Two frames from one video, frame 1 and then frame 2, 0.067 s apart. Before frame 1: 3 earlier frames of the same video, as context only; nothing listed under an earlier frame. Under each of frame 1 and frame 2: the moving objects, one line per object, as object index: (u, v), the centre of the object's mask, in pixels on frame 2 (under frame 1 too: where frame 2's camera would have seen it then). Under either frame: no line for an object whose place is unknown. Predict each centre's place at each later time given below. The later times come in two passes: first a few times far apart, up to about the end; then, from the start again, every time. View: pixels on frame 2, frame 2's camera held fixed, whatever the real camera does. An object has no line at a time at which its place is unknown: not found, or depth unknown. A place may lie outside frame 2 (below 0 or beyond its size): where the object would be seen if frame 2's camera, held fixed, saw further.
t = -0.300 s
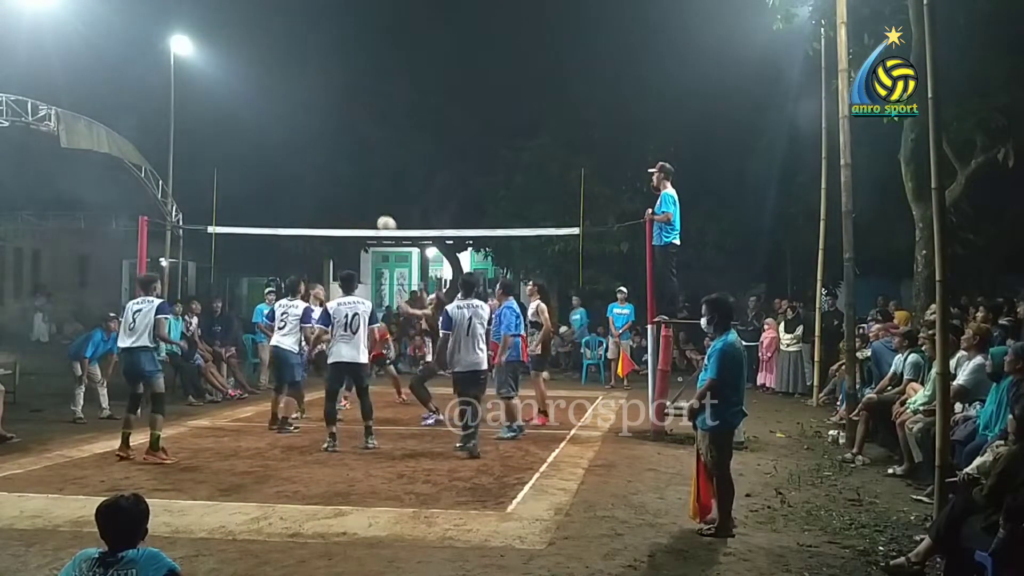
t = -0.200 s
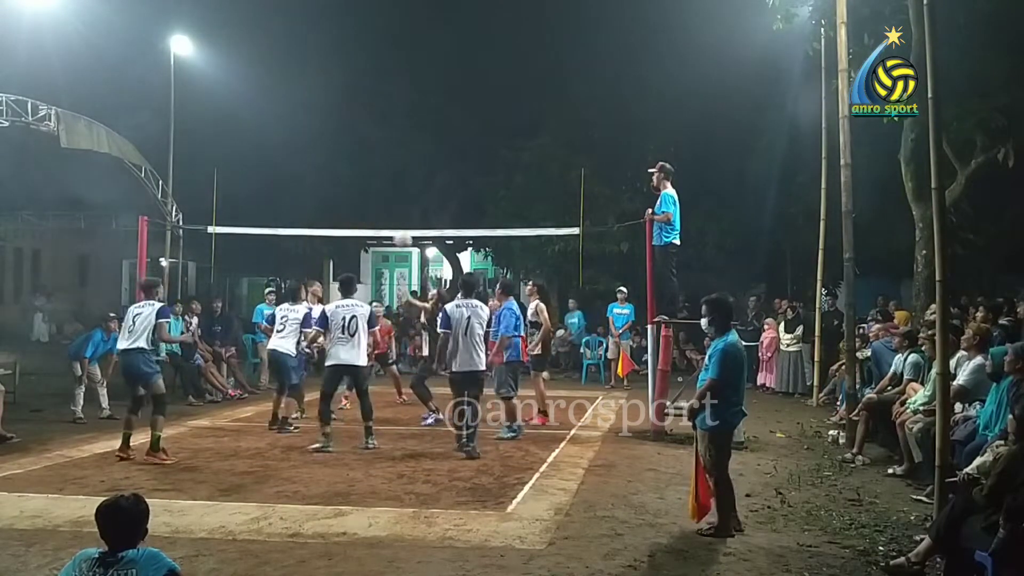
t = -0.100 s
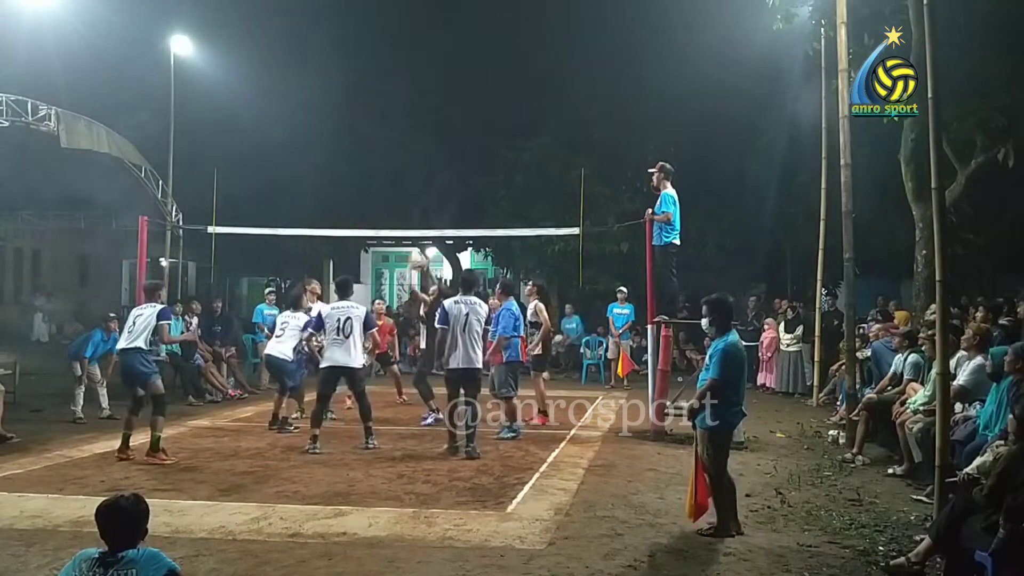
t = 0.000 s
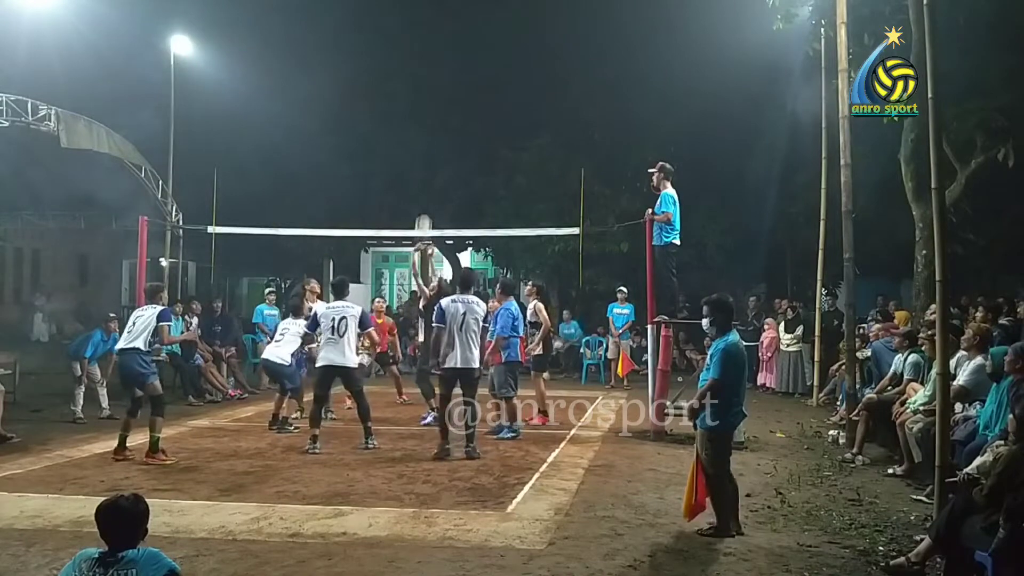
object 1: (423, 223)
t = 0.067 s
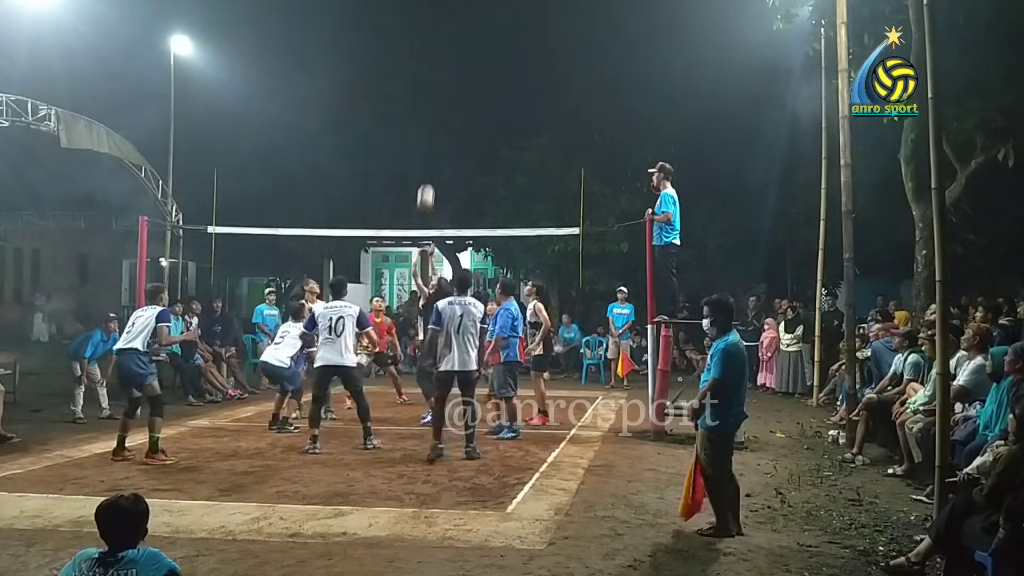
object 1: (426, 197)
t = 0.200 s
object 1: (429, 145)
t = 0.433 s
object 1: (435, 90)
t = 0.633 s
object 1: (439, 78)
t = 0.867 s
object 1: (444, 102)
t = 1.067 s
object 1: (446, 155)
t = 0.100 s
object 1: (427, 182)
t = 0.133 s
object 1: (428, 168)
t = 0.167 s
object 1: (429, 156)
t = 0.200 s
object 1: (429, 145)
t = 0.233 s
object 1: (431, 134)
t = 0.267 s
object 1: (431, 124)
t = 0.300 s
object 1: (432, 116)
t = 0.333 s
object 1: (433, 108)
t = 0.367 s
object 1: (433, 101)
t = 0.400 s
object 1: (434, 95)
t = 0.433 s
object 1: (435, 90)
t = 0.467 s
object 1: (436, 86)
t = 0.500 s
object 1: (436, 83)
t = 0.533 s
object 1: (437, 80)
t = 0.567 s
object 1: (438, 79)
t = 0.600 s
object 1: (439, 78)
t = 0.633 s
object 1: (439, 78)
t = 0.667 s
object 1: (440, 79)
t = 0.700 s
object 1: (441, 80)
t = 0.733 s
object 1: (441, 83)
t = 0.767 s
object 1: (442, 87)
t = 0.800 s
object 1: (442, 91)
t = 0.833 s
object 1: (443, 96)
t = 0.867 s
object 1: (444, 102)
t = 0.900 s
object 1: (444, 109)
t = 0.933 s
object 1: (445, 117)
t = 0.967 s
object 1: (445, 126)
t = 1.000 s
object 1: (446, 134)
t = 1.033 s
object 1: (446, 145)
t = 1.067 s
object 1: (446, 155)
